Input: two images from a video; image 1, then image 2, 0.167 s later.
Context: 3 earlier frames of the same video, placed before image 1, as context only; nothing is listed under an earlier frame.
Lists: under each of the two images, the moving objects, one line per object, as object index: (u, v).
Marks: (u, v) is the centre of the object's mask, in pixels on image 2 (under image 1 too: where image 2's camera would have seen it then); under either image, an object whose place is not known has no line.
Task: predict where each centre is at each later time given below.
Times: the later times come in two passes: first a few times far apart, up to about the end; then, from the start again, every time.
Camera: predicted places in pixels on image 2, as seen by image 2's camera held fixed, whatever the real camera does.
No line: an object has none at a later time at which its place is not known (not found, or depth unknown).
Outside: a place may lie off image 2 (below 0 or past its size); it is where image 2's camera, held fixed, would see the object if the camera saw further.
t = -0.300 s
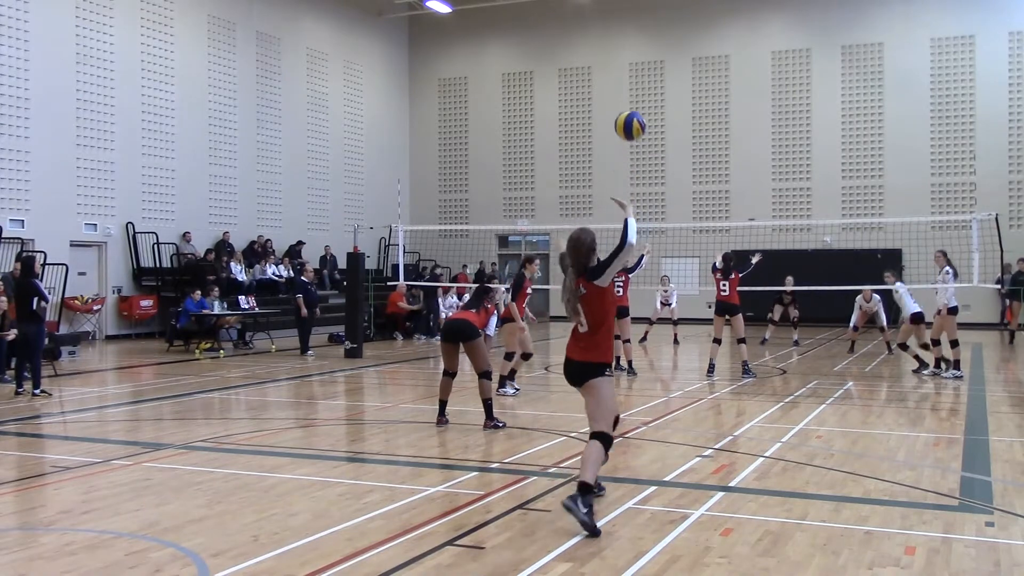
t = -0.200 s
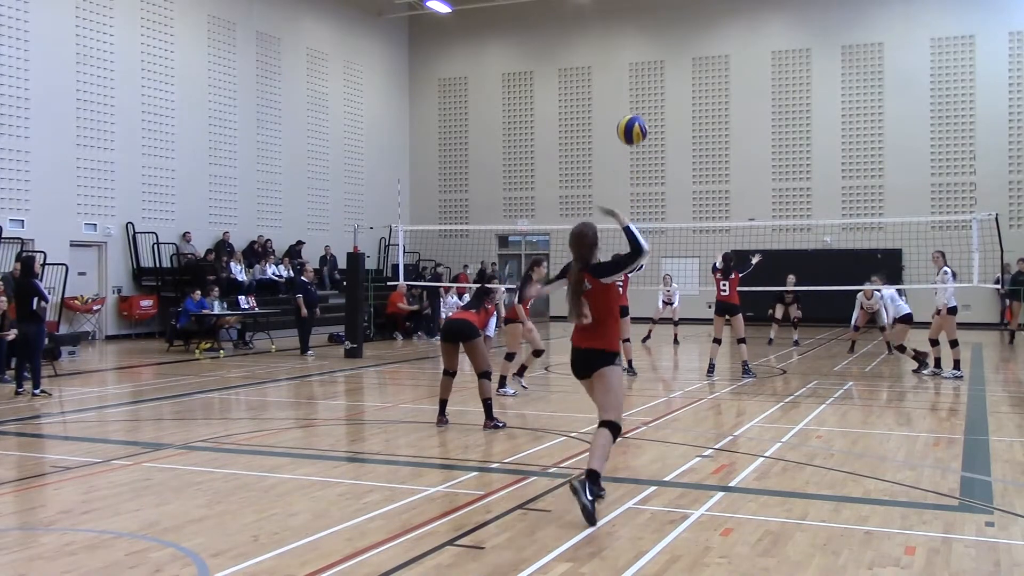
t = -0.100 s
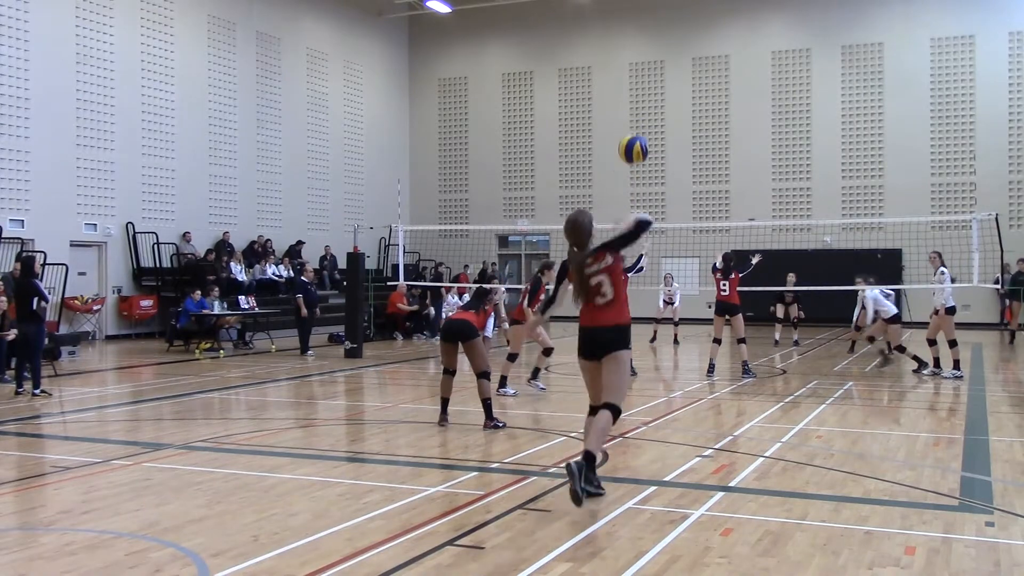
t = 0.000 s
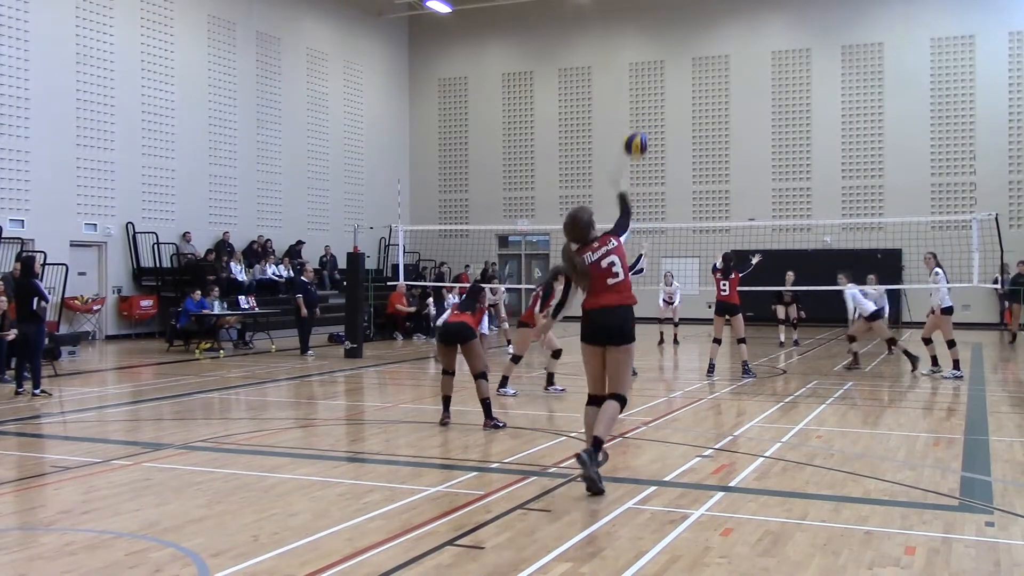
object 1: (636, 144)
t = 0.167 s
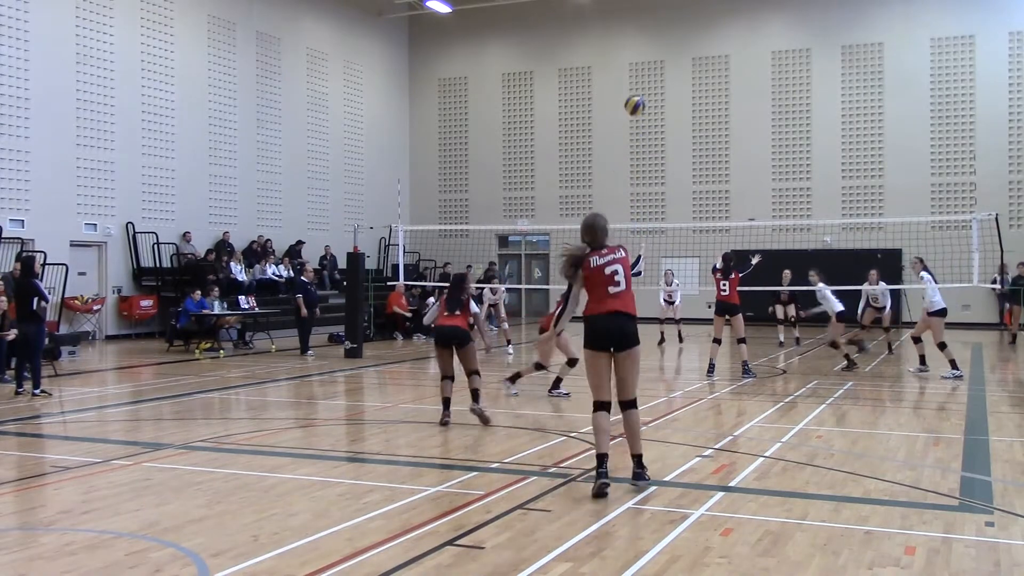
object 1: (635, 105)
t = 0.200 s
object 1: (634, 103)
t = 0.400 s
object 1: (629, 114)
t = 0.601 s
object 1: (626, 144)
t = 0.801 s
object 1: (628, 179)
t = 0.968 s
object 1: (627, 211)
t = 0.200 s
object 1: (634, 103)
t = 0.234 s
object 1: (632, 102)
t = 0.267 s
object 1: (631, 103)
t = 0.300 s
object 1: (631, 104)
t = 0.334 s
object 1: (630, 108)
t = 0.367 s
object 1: (630, 111)
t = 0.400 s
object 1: (629, 114)
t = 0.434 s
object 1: (628, 119)
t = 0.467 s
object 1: (628, 123)
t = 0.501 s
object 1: (627, 129)
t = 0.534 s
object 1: (627, 134)
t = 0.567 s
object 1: (627, 139)
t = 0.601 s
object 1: (626, 144)
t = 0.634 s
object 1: (626, 149)
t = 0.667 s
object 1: (626, 155)
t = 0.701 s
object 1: (626, 161)
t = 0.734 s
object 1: (626, 167)
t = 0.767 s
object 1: (627, 172)
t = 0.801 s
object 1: (628, 179)
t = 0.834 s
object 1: (627, 185)
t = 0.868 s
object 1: (627, 191)
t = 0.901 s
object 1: (627, 198)
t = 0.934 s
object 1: (627, 204)
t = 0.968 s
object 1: (627, 211)
